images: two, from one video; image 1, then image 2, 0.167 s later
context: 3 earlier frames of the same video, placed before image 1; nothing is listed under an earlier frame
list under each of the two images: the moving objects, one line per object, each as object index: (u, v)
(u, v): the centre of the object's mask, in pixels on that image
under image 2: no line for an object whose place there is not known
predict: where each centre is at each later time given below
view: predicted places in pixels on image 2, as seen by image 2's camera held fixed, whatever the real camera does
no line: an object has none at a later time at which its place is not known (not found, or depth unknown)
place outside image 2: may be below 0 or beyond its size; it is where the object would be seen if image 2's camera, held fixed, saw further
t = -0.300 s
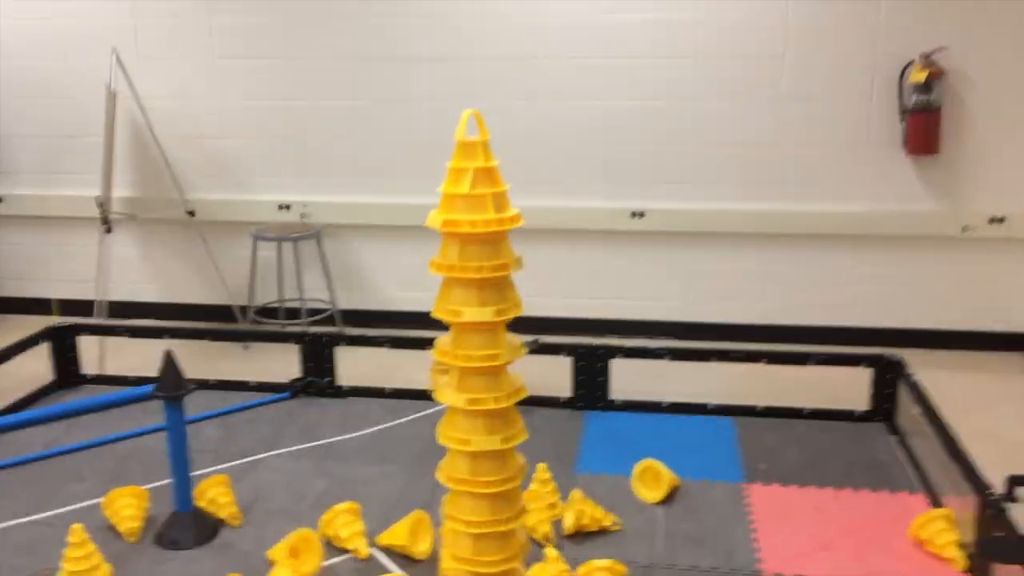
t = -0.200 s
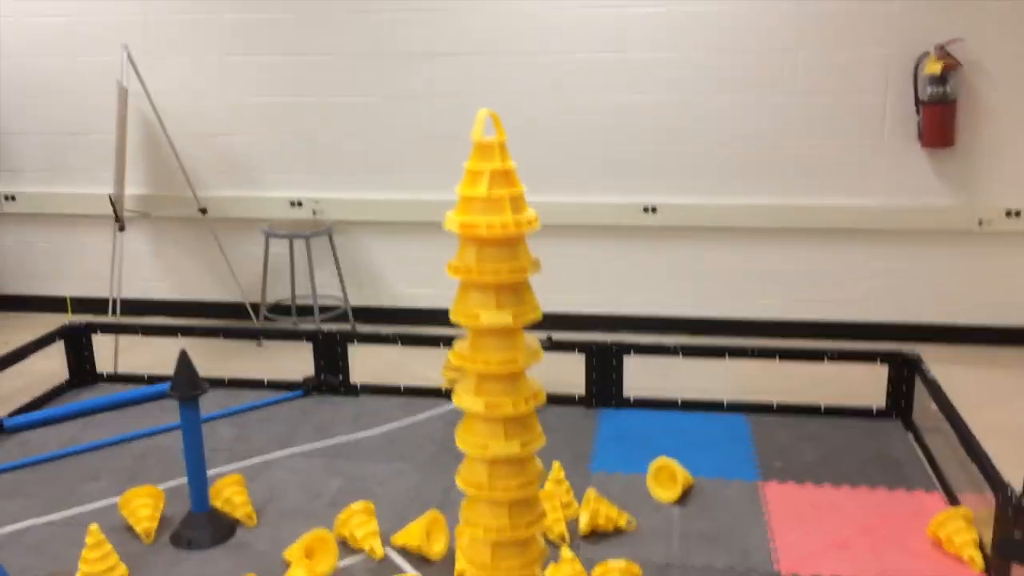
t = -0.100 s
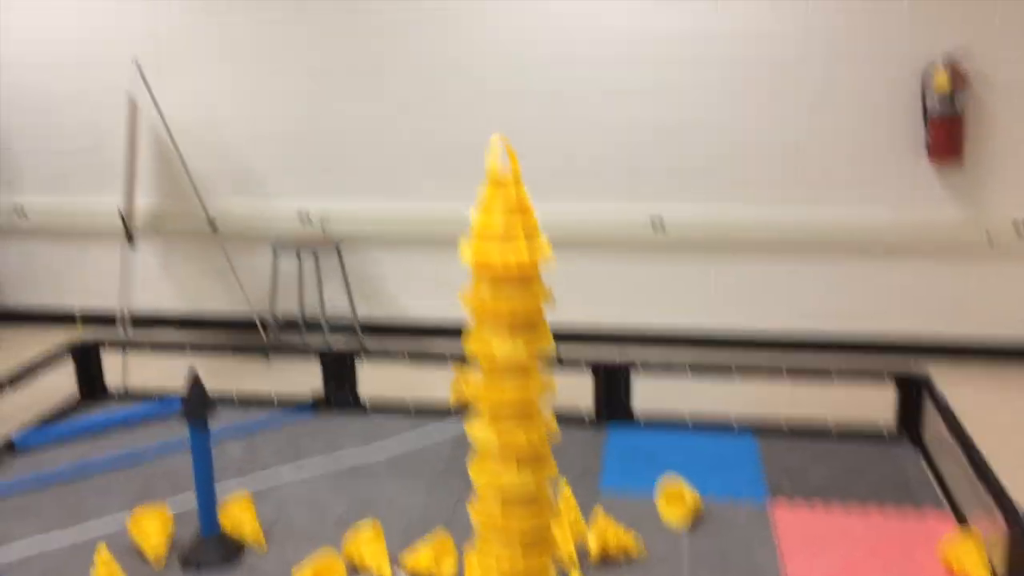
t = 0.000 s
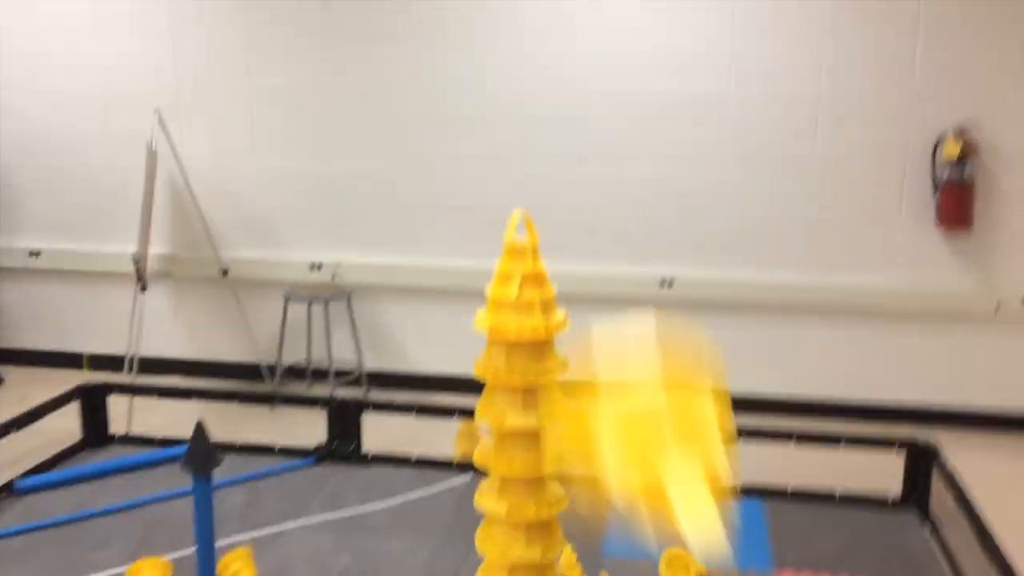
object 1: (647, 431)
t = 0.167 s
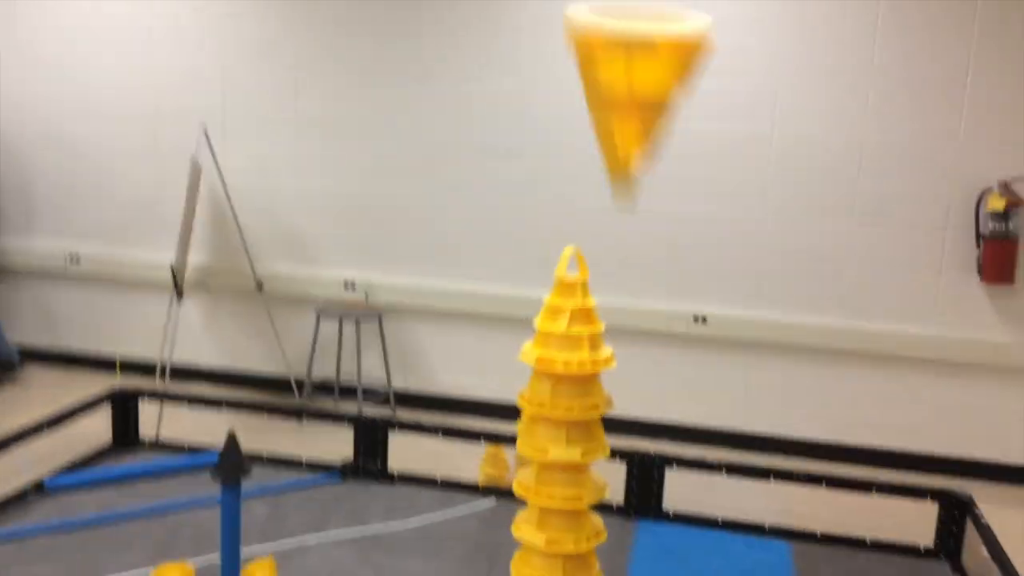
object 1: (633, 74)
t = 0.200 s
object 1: (621, 55)
